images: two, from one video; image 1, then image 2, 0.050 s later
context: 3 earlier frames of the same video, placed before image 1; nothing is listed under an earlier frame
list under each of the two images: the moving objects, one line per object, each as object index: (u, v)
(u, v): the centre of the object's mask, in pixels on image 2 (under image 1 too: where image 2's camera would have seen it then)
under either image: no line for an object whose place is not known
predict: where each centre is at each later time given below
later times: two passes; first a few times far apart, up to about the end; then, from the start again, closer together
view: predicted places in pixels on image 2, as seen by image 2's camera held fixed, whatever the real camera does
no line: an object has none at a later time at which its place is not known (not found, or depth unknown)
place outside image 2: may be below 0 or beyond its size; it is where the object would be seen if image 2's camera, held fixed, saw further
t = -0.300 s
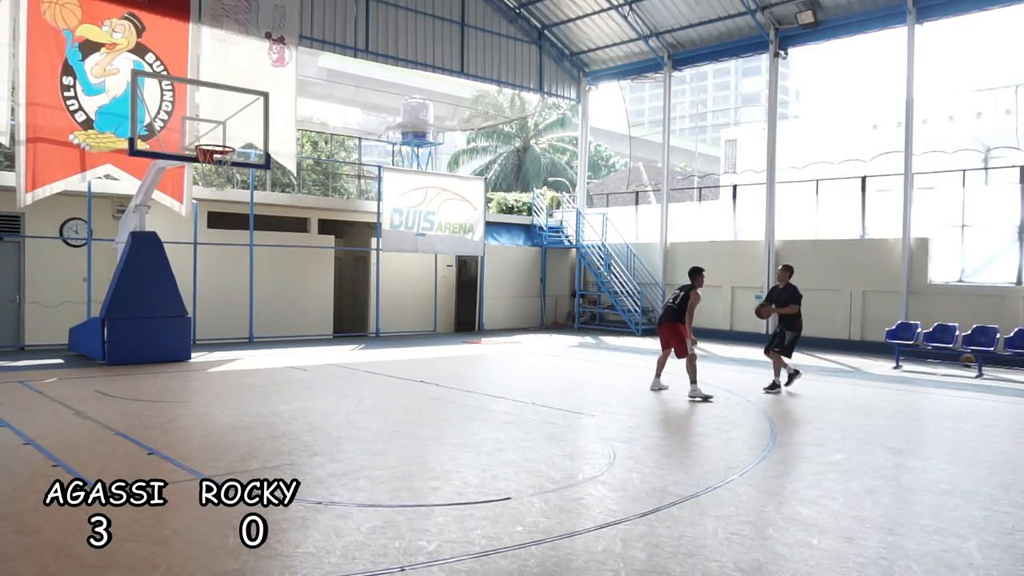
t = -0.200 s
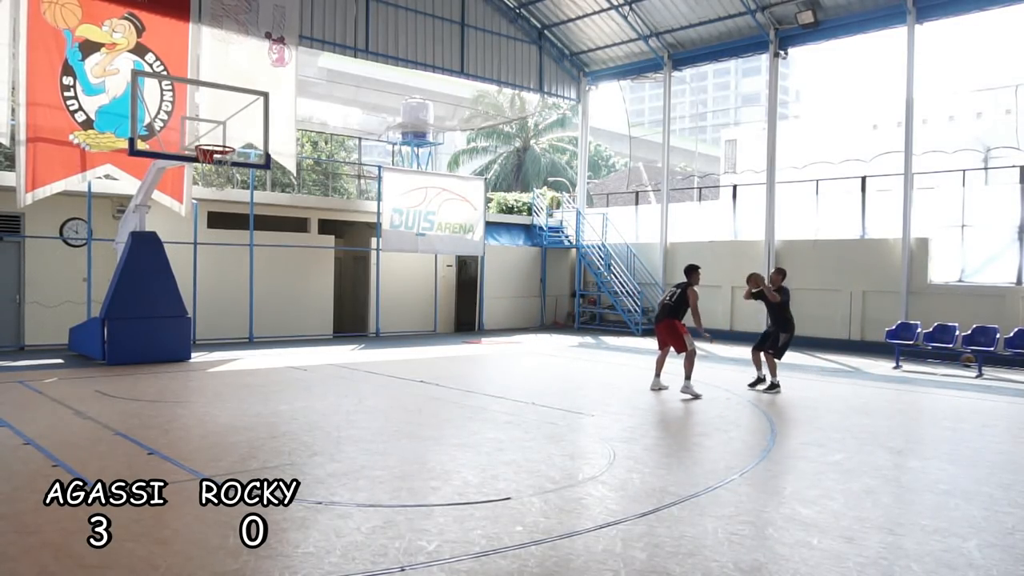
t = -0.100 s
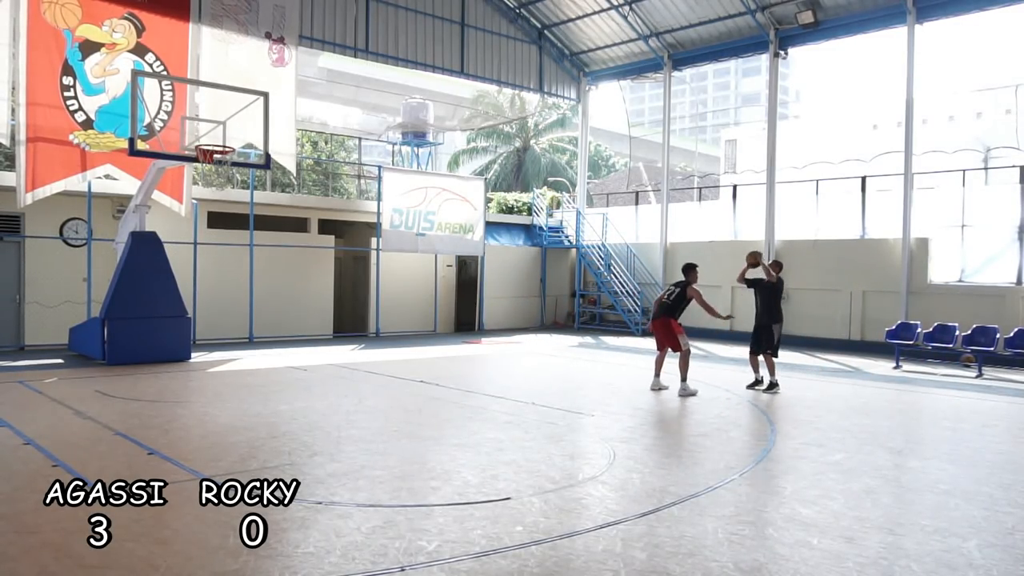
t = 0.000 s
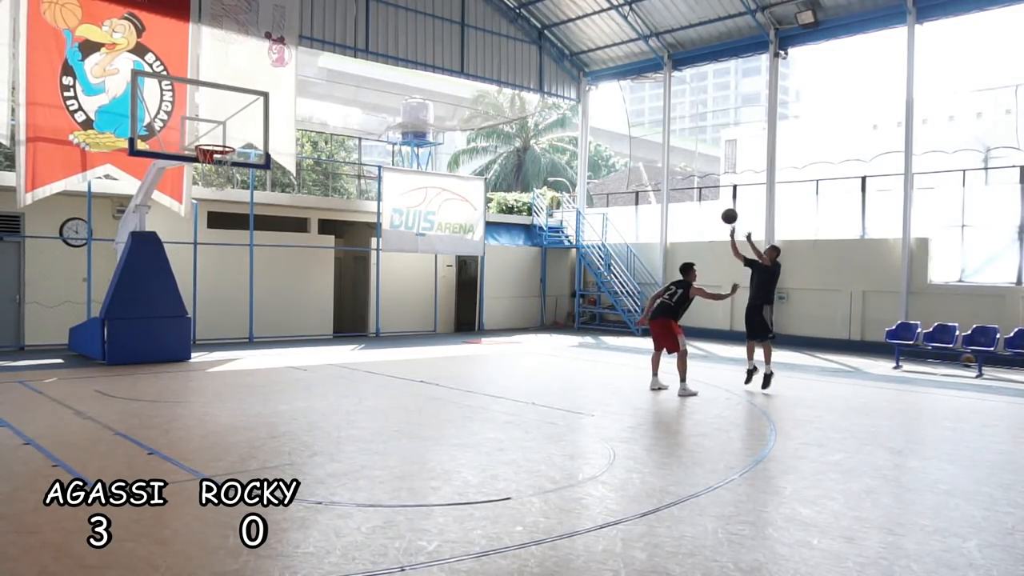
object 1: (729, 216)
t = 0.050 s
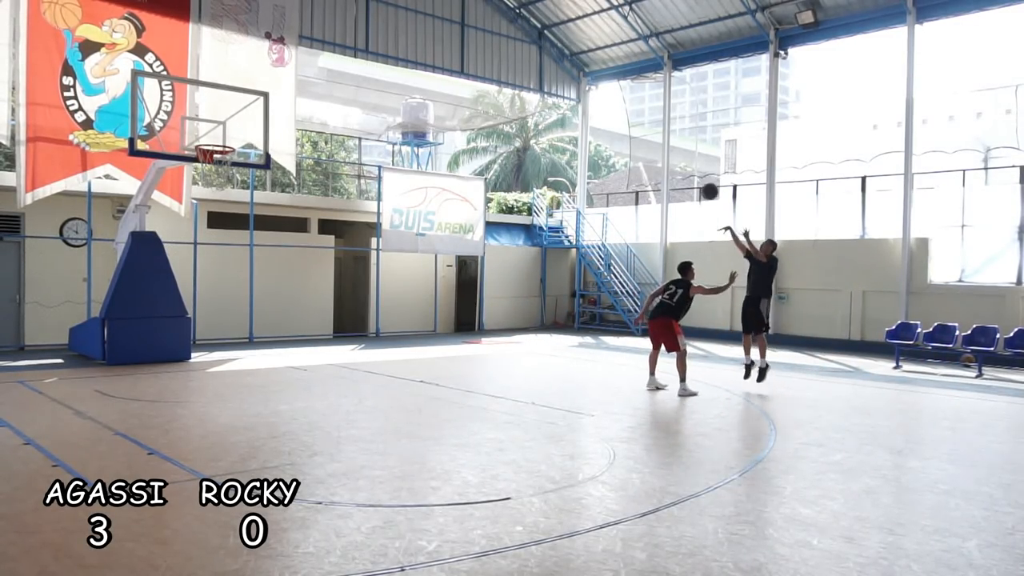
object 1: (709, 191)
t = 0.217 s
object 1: (641, 121)
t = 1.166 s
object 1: (242, 122)
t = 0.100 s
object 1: (690, 169)
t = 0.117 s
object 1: (682, 160)
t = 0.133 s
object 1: (678, 156)
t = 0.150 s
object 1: (670, 147)
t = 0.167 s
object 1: (662, 139)
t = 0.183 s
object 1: (658, 136)
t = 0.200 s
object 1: (650, 128)
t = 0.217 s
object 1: (641, 121)
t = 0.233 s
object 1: (637, 118)
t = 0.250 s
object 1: (630, 111)
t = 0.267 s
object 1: (622, 105)
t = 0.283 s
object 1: (618, 101)
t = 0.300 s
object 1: (610, 95)
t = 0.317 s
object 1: (601, 88)
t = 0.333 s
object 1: (596, 86)
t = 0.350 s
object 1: (589, 82)
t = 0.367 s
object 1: (581, 76)
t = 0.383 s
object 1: (577, 74)
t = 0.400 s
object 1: (568, 69)
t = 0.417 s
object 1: (561, 64)
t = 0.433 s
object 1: (556, 62)
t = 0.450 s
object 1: (548, 59)
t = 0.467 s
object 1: (540, 55)
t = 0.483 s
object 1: (536, 53)
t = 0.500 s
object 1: (528, 50)
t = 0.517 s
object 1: (520, 47)
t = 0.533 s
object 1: (515, 46)
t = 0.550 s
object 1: (507, 43)
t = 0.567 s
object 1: (499, 41)
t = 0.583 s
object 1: (495, 40)
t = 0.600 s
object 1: (486, 38)
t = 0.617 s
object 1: (478, 36)
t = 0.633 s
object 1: (466, 35)
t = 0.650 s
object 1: (457, 34)
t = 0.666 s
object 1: (453, 34)
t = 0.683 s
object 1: (445, 34)
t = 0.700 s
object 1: (436, 34)
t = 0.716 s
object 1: (432, 35)
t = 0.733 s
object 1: (424, 35)
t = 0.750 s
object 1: (416, 36)
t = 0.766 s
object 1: (411, 37)
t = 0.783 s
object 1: (403, 38)
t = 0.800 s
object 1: (395, 40)
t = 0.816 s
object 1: (390, 41)
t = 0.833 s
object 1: (382, 43)
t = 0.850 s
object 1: (373, 45)
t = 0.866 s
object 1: (369, 46)
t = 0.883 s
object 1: (361, 49)
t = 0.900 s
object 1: (353, 52)
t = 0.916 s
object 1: (349, 54)
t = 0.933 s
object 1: (340, 58)
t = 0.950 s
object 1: (331, 62)
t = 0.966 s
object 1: (327, 64)
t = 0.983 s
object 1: (318, 68)
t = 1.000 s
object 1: (310, 73)
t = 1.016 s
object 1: (306, 76)
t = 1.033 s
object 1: (297, 81)
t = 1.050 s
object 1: (289, 86)
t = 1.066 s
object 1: (284, 89)
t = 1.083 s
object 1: (276, 95)
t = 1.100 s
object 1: (267, 101)
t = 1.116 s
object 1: (263, 104)
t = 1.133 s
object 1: (255, 111)
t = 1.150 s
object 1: (246, 118)
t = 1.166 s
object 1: (242, 122)
